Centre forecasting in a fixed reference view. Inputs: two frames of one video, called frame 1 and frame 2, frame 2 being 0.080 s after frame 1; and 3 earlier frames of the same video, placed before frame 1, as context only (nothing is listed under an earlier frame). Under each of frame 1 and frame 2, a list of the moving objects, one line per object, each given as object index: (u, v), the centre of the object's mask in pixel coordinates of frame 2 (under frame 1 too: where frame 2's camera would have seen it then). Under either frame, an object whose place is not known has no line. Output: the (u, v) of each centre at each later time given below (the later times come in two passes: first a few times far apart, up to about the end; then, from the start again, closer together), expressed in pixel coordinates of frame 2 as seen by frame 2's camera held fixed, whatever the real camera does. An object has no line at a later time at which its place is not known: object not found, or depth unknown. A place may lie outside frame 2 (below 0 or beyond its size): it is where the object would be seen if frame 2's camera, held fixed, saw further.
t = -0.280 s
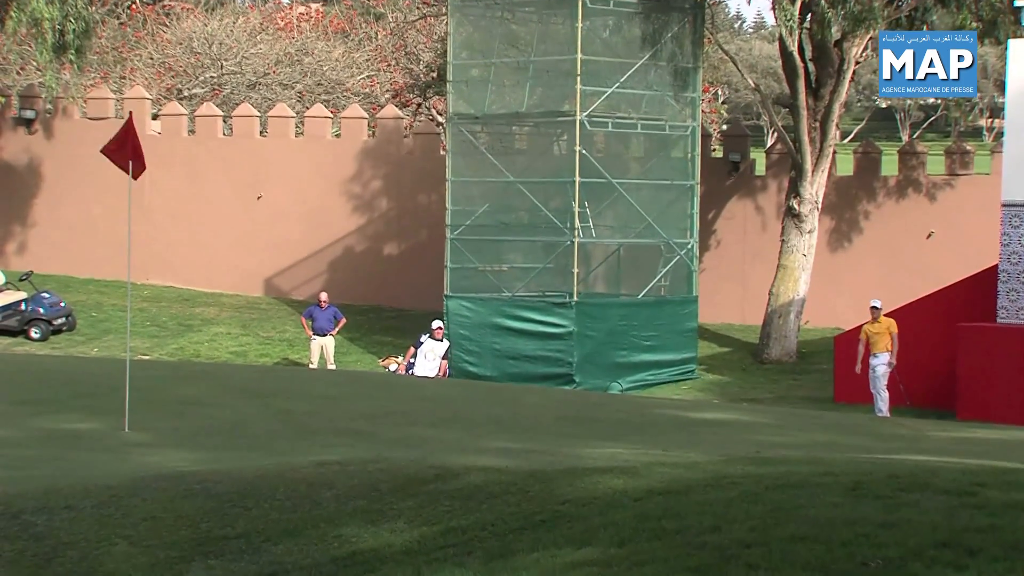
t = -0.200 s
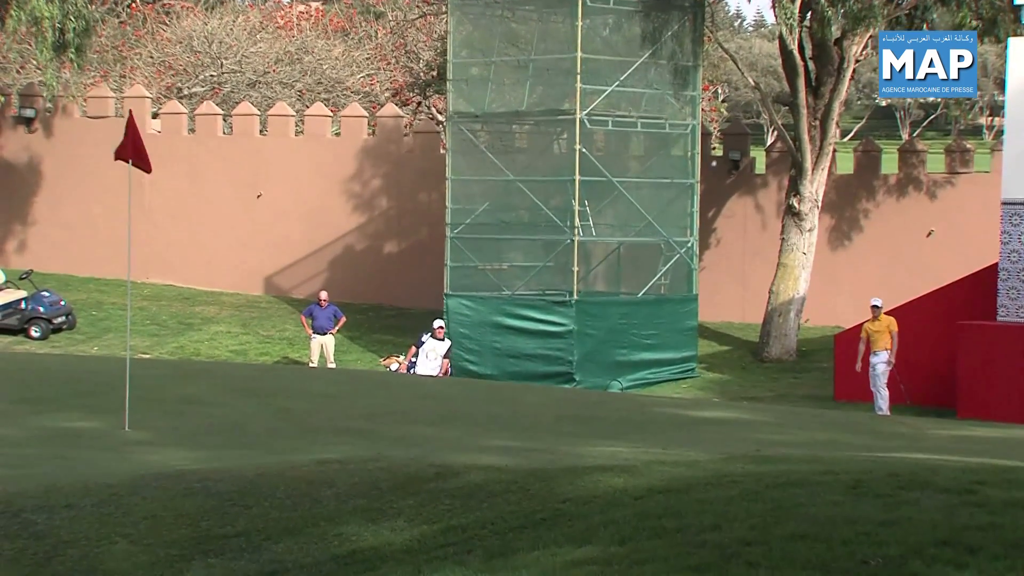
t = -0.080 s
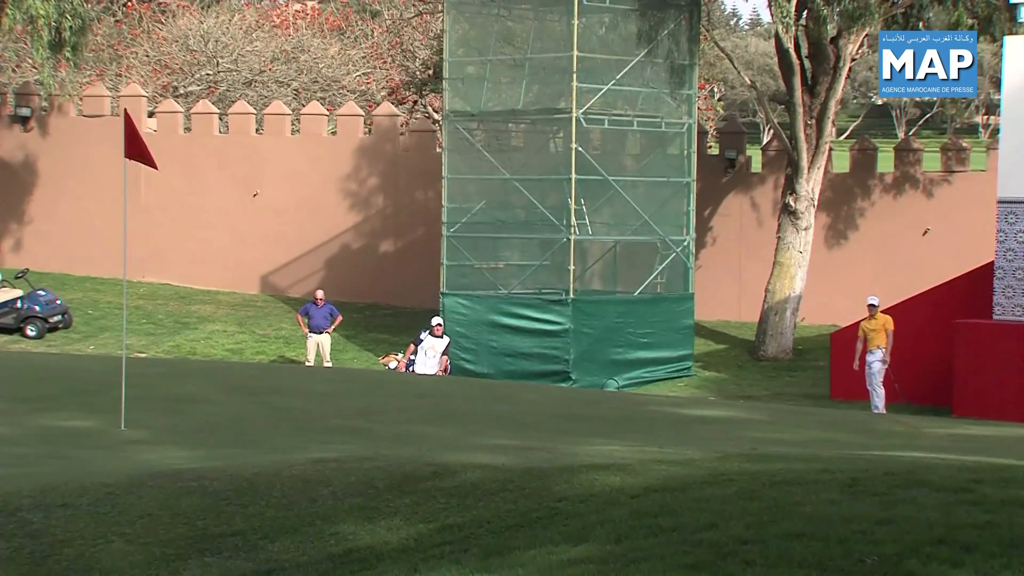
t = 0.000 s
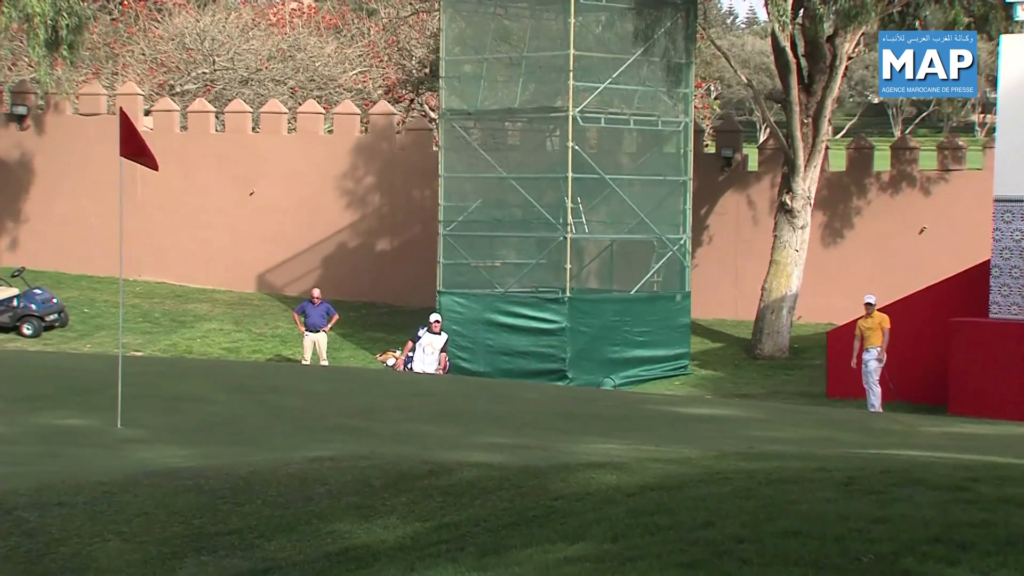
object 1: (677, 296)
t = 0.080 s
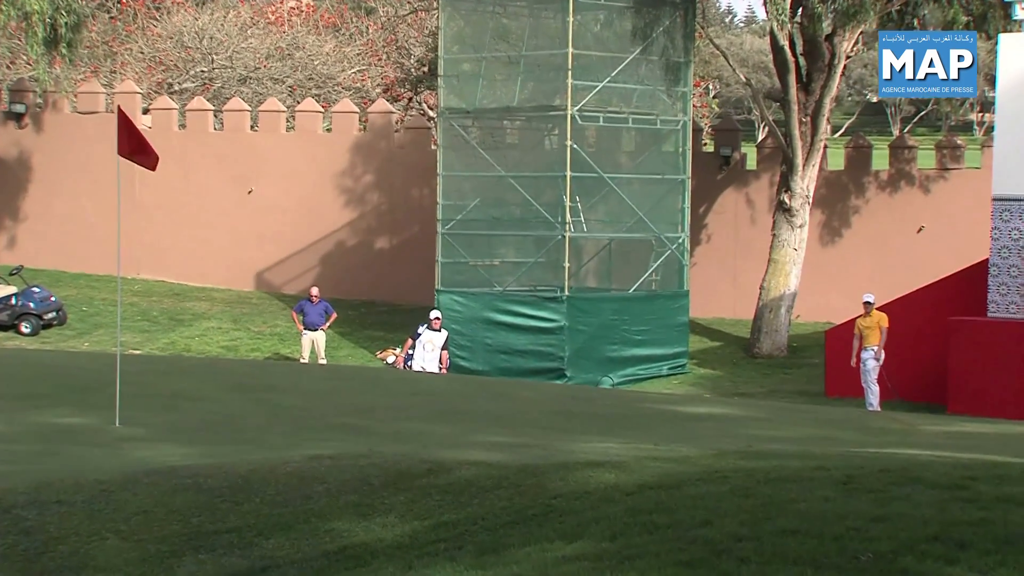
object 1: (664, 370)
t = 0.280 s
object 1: (645, 382)
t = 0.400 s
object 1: (634, 381)
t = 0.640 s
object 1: (611, 429)
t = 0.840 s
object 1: (593, 436)
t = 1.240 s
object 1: (551, 443)
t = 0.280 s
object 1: (645, 382)
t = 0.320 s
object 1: (641, 379)
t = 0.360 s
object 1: (638, 379)
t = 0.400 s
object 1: (634, 381)
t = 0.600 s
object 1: (615, 425)
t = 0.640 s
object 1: (611, 429)
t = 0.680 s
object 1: (607, 427)
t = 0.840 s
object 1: (593, 436)
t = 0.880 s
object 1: (589, 436)
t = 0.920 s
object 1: (585, 438)
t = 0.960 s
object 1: (581, 439)
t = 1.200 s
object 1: (556, 443)
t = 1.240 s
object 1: (551, 443)
